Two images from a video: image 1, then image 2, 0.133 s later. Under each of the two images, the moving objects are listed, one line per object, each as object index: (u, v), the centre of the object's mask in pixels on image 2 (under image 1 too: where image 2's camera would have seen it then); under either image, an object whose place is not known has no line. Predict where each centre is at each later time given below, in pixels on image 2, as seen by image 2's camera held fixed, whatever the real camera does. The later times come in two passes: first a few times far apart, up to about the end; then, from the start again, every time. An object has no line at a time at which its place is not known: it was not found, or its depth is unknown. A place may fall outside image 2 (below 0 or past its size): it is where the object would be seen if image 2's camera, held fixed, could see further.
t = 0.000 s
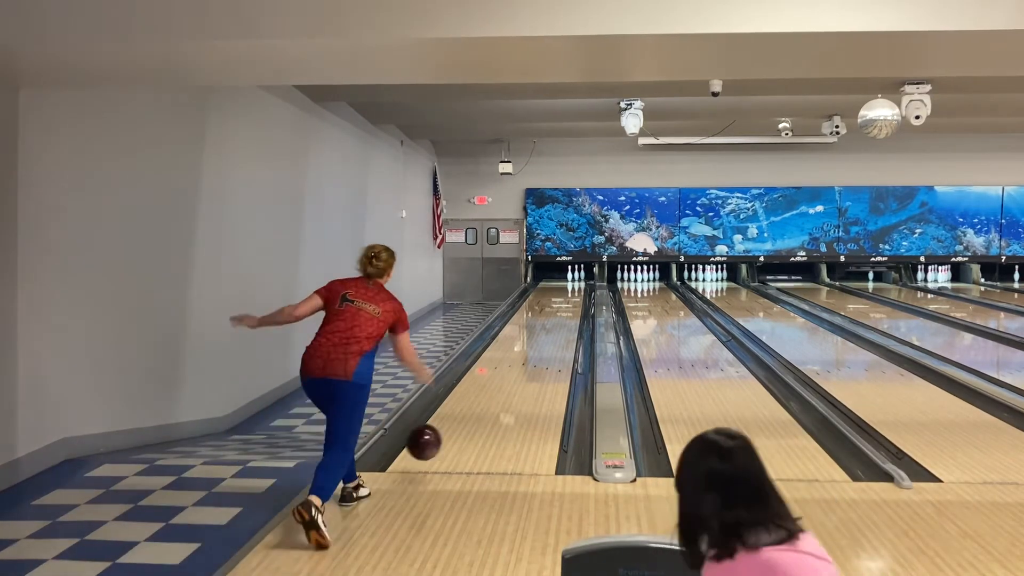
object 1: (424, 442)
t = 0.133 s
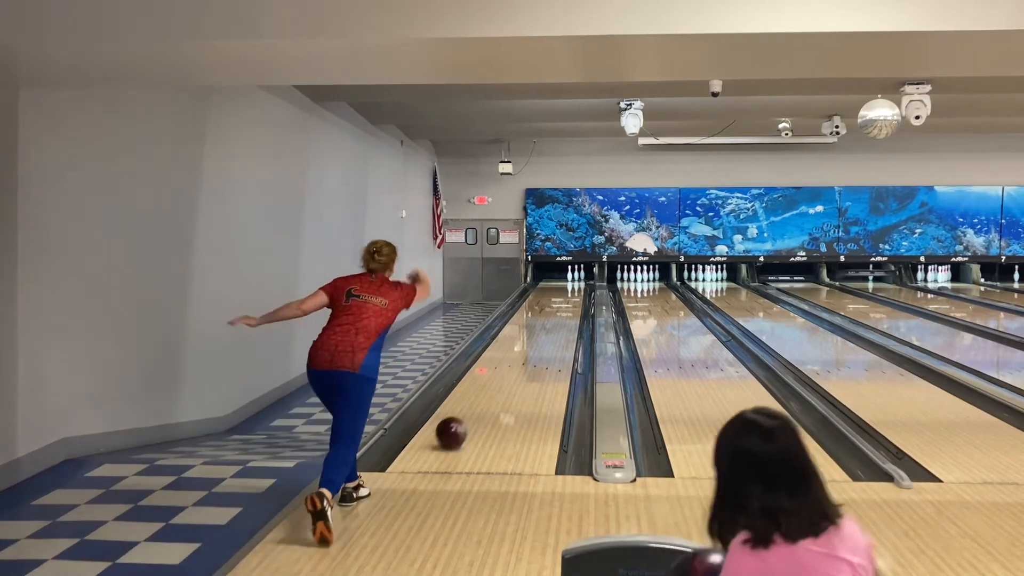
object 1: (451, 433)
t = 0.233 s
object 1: (467, 415)
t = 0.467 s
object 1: (496, 381)
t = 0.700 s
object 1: (517, 357)
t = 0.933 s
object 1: (532, 340)
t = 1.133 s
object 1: (542, 327)
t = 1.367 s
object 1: (551, 316)
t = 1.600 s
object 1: (559, 307)
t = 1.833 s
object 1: (565, 299)
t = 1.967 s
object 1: (568, 295)
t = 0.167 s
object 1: (457, 427)
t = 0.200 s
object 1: (462, 421)
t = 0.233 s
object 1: (467, 415)
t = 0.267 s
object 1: (472, 410)
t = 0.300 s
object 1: (477, 404)
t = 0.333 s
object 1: (481, 399)
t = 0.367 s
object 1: (485, 394)
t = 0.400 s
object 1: (489, 390)
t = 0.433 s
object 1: (493, 385)
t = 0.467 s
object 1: (496, 381)
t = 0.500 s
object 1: (500, 377)
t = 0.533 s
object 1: (503, 373)
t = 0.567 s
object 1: (506, 370)
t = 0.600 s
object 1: (509, 366)
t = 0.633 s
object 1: (511, 363)
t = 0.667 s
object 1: (514, 360)
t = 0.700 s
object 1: (517, 357)
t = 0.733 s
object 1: (519, 354)
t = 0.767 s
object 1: (521, 352)
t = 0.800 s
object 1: (524, 349)
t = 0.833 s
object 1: (526, 347)
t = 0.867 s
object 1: (528, 344)
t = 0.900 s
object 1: (530, 342)
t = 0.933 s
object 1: (532, 340)
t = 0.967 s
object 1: (534, 337)
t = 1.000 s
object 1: (535, 335)
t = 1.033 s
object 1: (537, 333)
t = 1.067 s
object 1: (539, 331)
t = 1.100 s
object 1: (540, 329)
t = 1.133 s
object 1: (542, 327)
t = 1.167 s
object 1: (543, 326)
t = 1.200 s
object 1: (545, 324)
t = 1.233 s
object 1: (546, 322)
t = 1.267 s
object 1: (548, 320)
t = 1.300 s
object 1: (549, 319)
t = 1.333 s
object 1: (550, 317)
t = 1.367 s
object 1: (551, 316)
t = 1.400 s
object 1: (553, 314)
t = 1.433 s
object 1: (554, 313)
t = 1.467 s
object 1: (555, 312)
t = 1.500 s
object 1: (556, 310)
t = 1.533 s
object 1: (557, 309)
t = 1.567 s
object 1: (558, 308)
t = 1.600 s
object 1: (559, 307)
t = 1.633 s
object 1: (560, 306)
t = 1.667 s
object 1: (561, 304)
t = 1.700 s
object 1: (562, 303)
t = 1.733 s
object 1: (563, 302)
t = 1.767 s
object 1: (564, 301)
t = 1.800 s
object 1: (565, 300)
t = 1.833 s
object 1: (565, 299)
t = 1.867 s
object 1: (566, 298)
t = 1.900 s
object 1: (567, 297)
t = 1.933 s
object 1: (568, 296)
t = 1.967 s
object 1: (568, 295)
